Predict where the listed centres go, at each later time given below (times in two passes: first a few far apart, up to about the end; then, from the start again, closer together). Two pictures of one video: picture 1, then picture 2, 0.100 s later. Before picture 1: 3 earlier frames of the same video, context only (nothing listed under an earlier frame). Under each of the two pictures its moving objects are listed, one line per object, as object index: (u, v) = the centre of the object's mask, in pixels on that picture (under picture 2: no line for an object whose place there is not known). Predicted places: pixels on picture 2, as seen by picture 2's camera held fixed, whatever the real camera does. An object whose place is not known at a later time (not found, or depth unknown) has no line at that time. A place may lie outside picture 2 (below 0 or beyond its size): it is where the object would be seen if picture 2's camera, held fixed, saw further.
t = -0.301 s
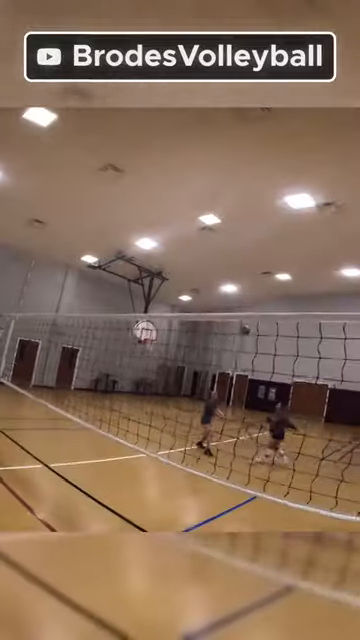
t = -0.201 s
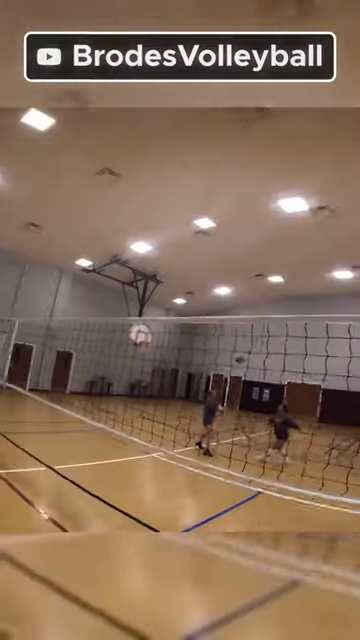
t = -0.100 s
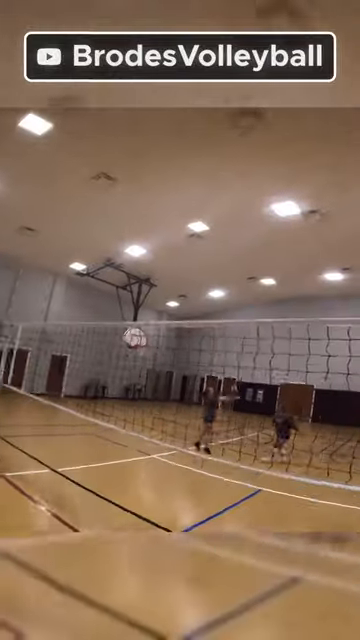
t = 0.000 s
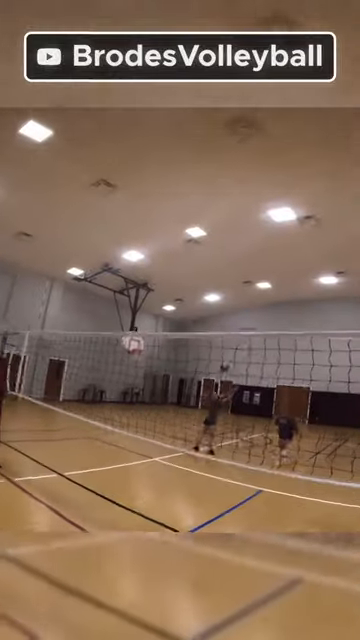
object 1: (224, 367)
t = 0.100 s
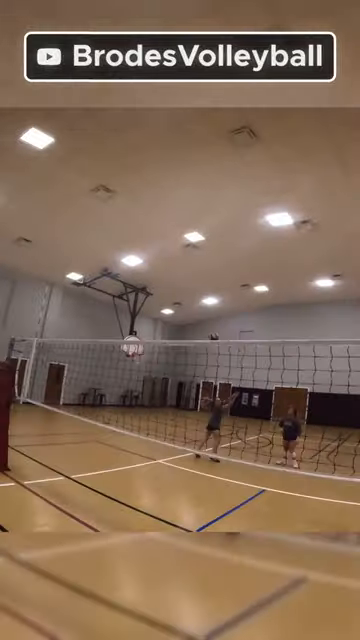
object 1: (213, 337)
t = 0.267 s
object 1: (192, 279)
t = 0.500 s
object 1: (151, 208)
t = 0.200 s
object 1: (201, 301)
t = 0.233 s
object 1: (197, 291)
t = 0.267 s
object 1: (192, 279)
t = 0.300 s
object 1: (187, 269)
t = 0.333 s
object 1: (182, 259)
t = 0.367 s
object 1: (176, 249)
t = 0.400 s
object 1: (171, 239)
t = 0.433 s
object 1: (165, 229)
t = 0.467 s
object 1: (158, 218)
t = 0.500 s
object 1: (151, 208)
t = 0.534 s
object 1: (142, 197)
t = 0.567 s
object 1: (134, 188)
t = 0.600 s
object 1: (125, 180)
